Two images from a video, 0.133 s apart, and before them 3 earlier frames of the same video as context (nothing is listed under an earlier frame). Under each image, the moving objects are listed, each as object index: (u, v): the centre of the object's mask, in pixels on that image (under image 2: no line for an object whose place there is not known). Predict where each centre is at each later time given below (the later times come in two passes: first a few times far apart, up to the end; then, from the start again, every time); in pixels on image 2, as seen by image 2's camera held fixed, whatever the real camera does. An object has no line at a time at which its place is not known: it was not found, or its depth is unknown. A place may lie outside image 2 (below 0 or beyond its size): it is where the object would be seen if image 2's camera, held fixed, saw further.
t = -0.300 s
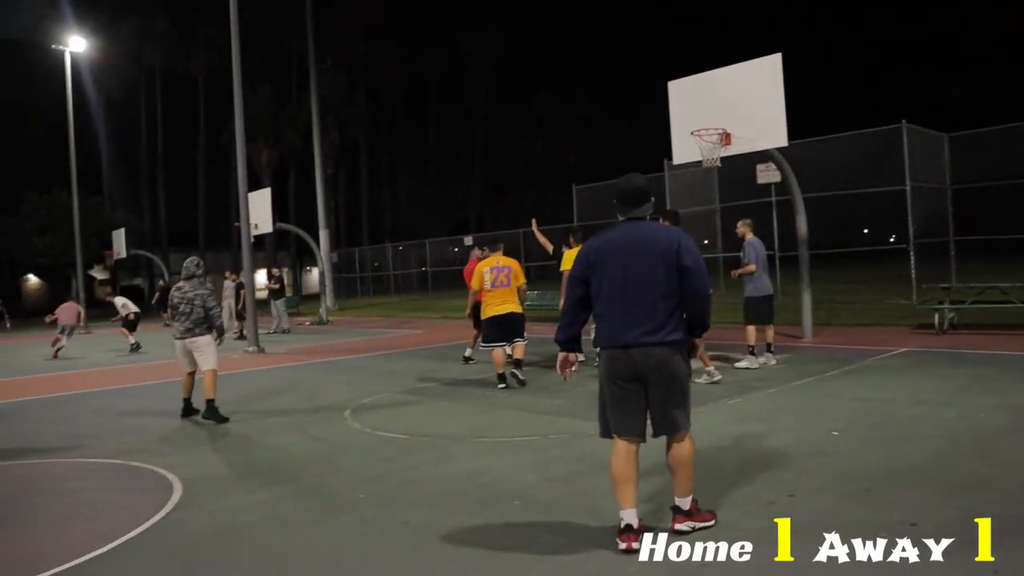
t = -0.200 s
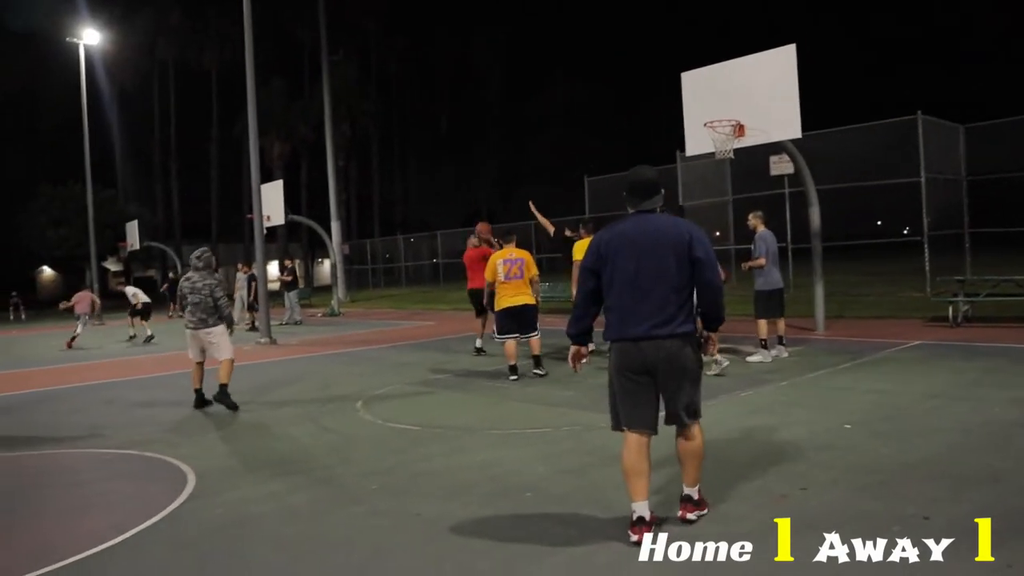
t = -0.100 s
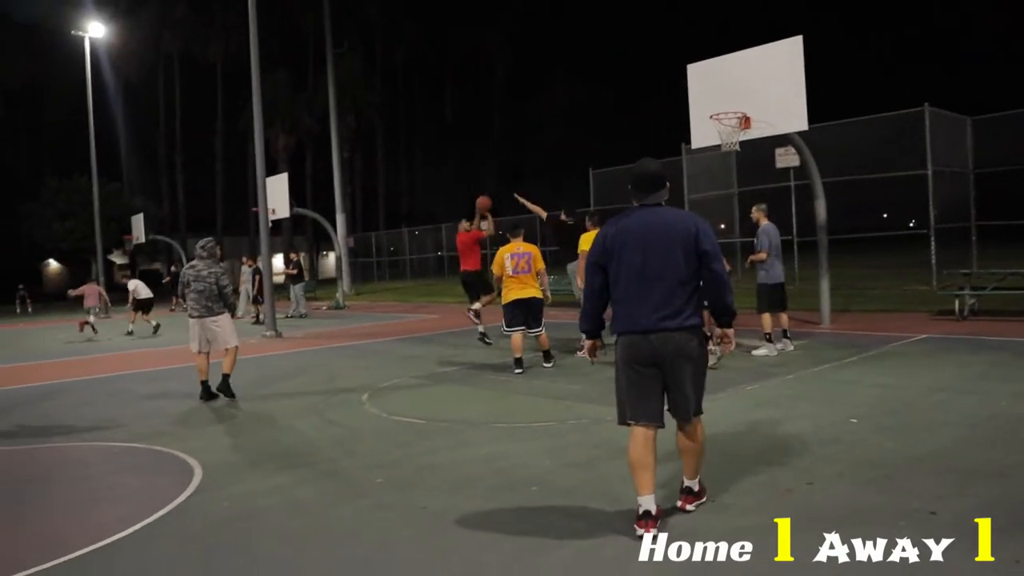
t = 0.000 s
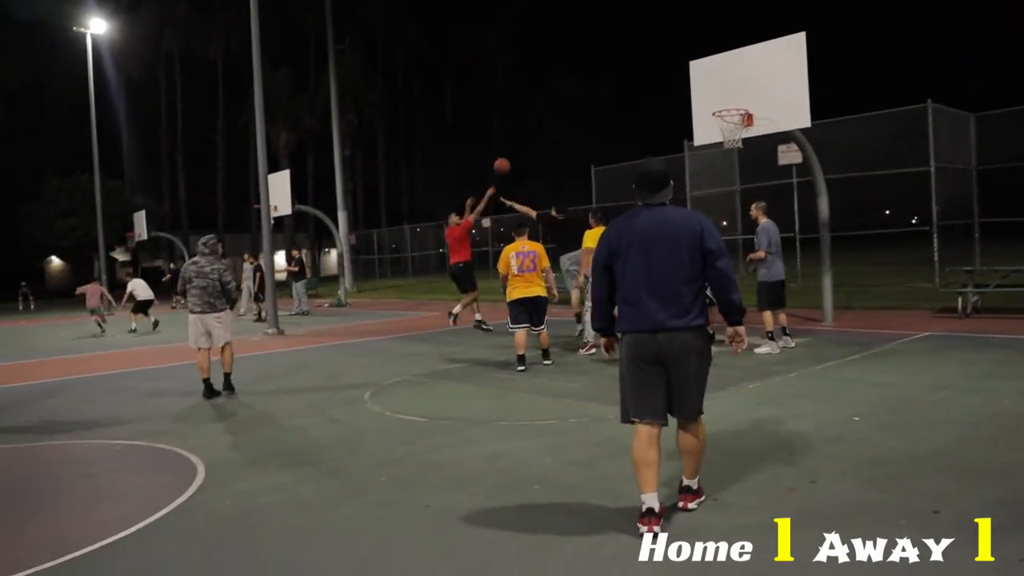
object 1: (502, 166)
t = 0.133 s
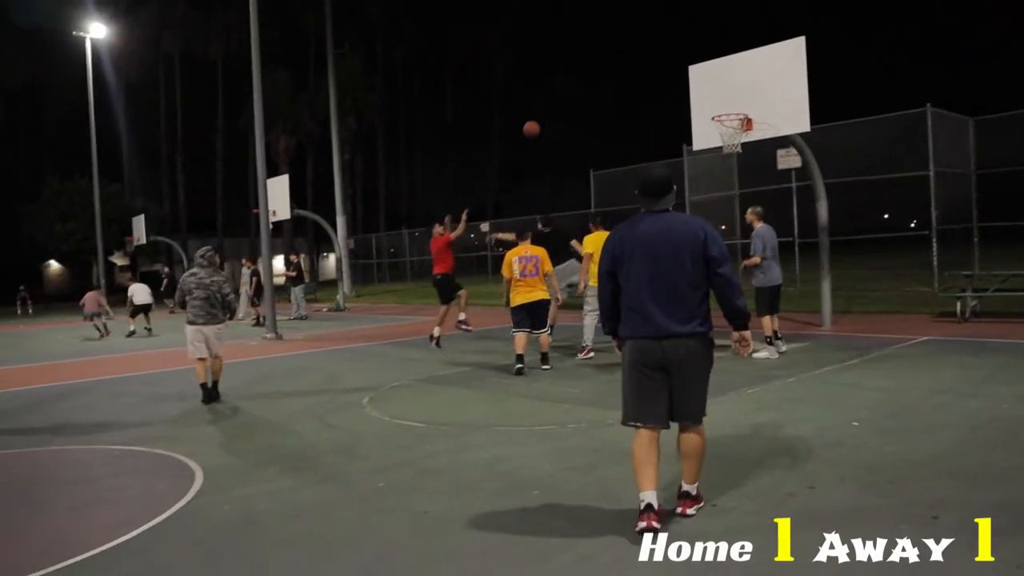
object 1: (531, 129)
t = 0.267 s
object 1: (562, 99)
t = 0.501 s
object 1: (621, 73)
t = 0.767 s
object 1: (690, 92)
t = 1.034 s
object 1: (747, 136)
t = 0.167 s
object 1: (539, 121)
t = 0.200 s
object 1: (547, 113)
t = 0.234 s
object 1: (555, 105)
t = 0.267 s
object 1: (562, 99)
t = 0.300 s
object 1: (570, 93)
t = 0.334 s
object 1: (579, 88)
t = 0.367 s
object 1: (587, 83)
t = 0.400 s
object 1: (595, 80)
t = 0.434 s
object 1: (603, 77)
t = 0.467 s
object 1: (612, 75)
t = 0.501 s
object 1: (621, 73)
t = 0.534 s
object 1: (629, 73)
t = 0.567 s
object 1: (638, 73)
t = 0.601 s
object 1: (646, 74)
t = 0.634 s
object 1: (655, 76)
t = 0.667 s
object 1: (664, 79)
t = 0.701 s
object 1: (673, 82)
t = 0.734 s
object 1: (681, 86)
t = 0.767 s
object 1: (690, 92)
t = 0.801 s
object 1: (700, 98)
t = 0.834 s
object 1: (709, 104)
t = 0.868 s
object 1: (718, 112)
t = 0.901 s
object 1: (728, 121)
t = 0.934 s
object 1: (737, 130)
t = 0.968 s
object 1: (743, 130)
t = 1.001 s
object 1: (745, 130)
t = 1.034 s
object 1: (747, 136)
